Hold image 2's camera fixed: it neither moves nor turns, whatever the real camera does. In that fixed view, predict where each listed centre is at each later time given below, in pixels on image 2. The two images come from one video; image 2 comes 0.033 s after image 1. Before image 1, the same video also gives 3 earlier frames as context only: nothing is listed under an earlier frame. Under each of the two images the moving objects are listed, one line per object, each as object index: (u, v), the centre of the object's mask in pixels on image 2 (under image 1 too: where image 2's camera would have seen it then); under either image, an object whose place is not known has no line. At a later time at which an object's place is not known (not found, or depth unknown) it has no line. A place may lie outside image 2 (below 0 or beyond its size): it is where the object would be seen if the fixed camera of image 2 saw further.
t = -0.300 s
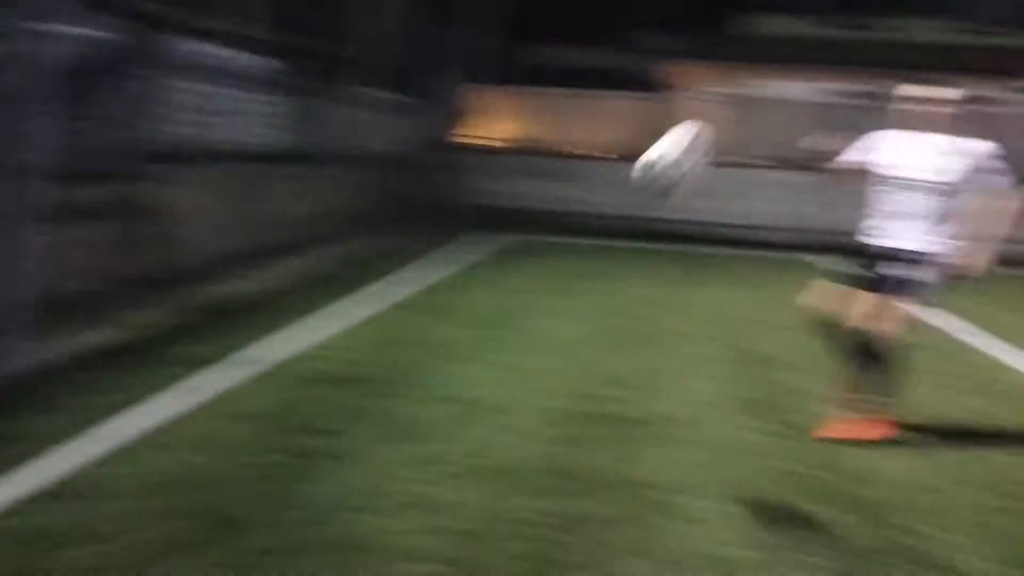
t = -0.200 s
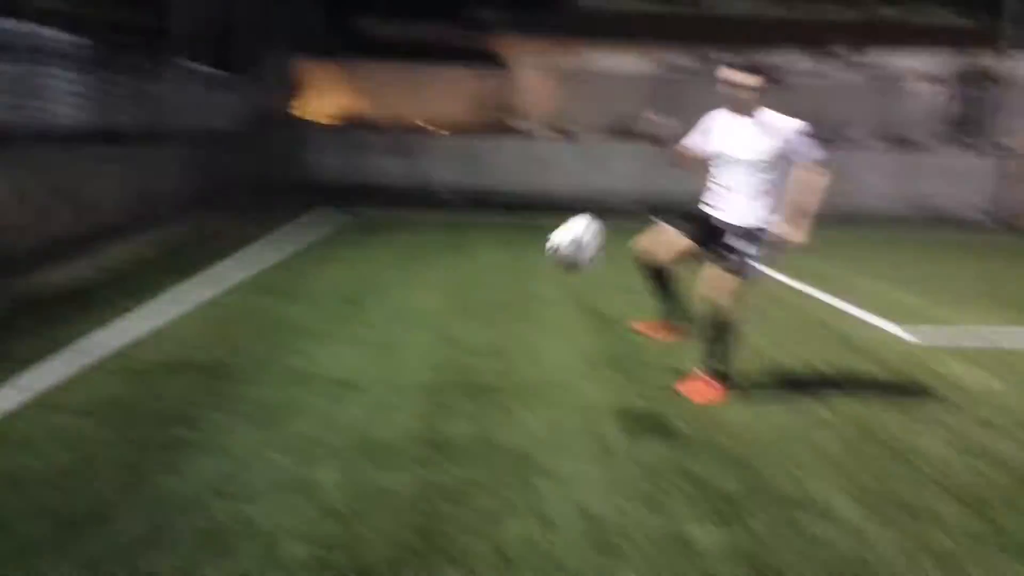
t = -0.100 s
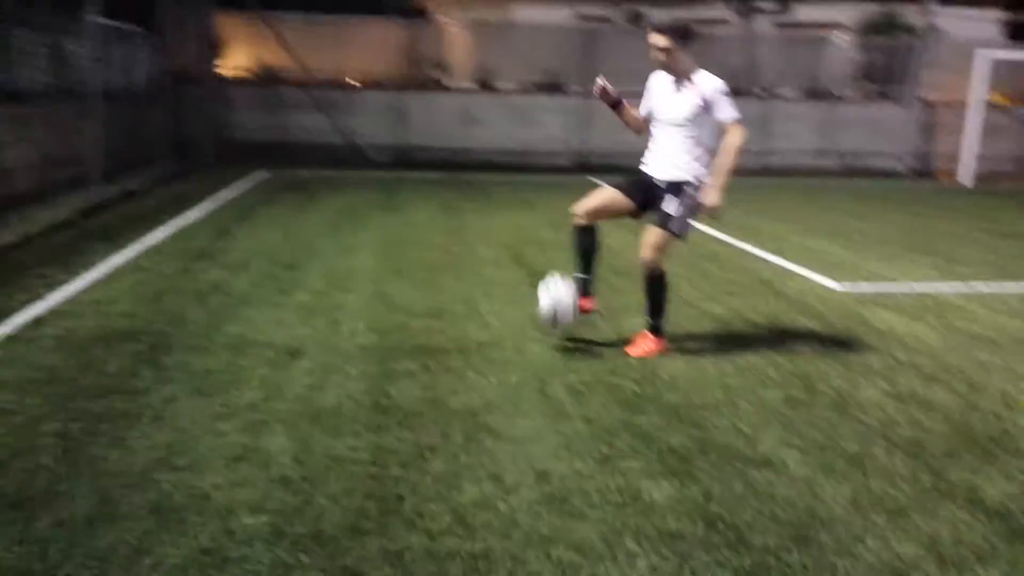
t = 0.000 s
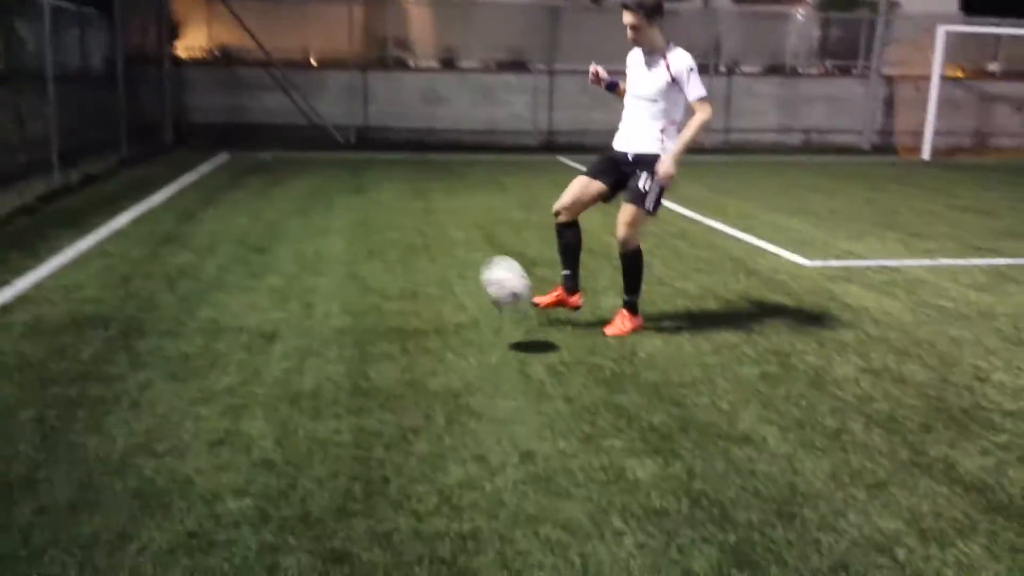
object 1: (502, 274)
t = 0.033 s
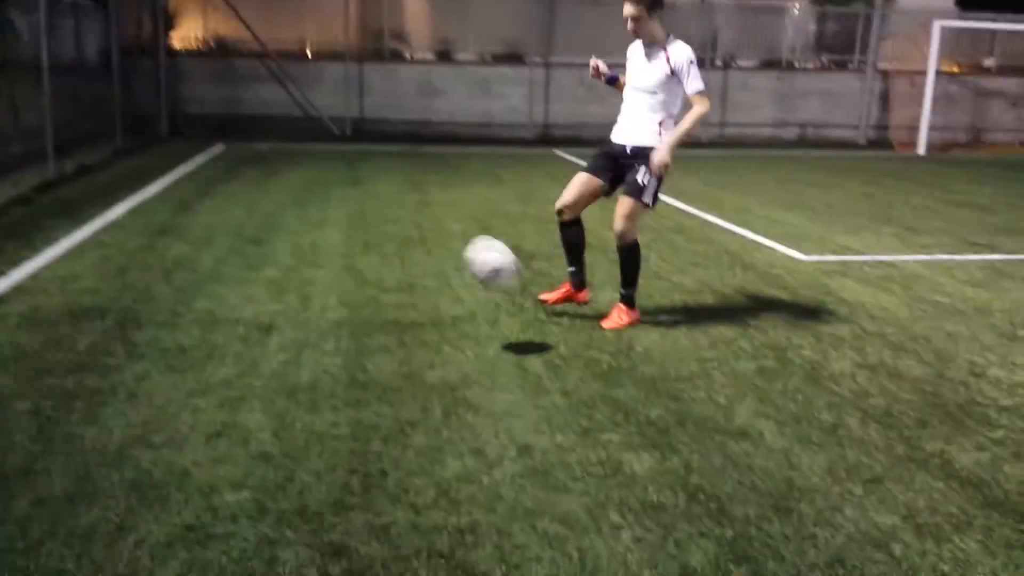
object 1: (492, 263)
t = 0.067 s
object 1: (478, 250)
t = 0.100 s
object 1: (464, 237)
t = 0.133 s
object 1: (450, 227)
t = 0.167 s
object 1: (434, 219)
